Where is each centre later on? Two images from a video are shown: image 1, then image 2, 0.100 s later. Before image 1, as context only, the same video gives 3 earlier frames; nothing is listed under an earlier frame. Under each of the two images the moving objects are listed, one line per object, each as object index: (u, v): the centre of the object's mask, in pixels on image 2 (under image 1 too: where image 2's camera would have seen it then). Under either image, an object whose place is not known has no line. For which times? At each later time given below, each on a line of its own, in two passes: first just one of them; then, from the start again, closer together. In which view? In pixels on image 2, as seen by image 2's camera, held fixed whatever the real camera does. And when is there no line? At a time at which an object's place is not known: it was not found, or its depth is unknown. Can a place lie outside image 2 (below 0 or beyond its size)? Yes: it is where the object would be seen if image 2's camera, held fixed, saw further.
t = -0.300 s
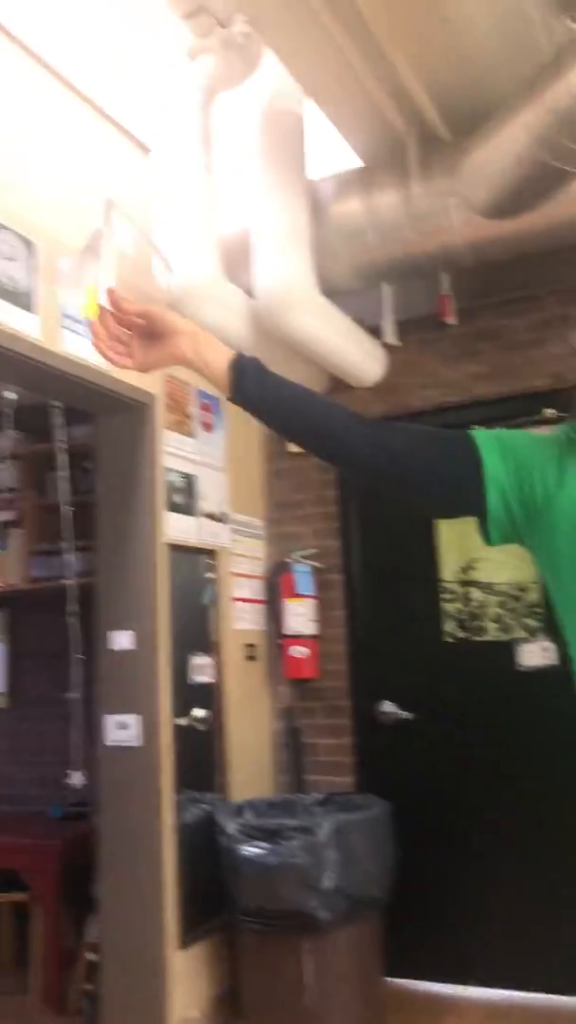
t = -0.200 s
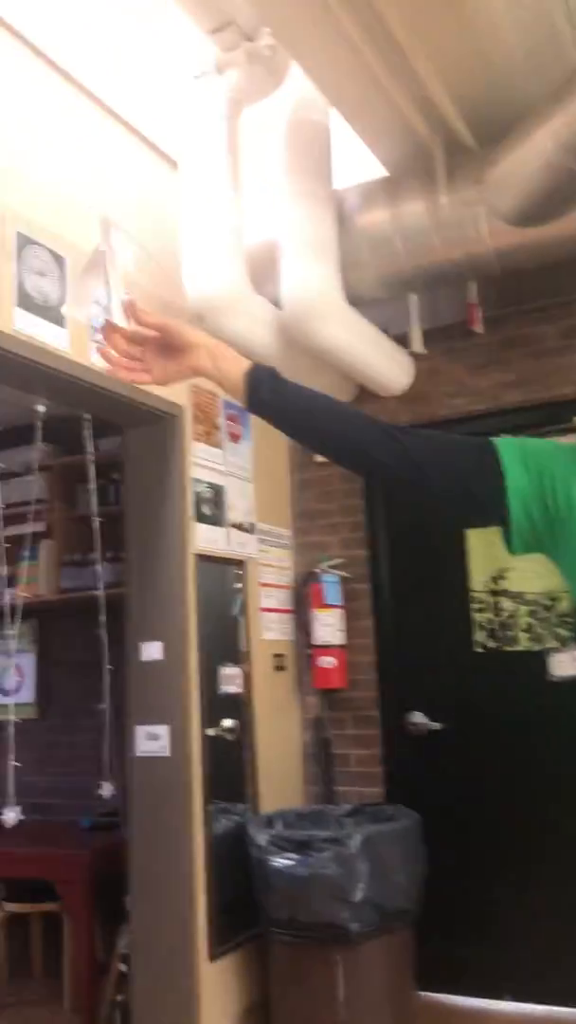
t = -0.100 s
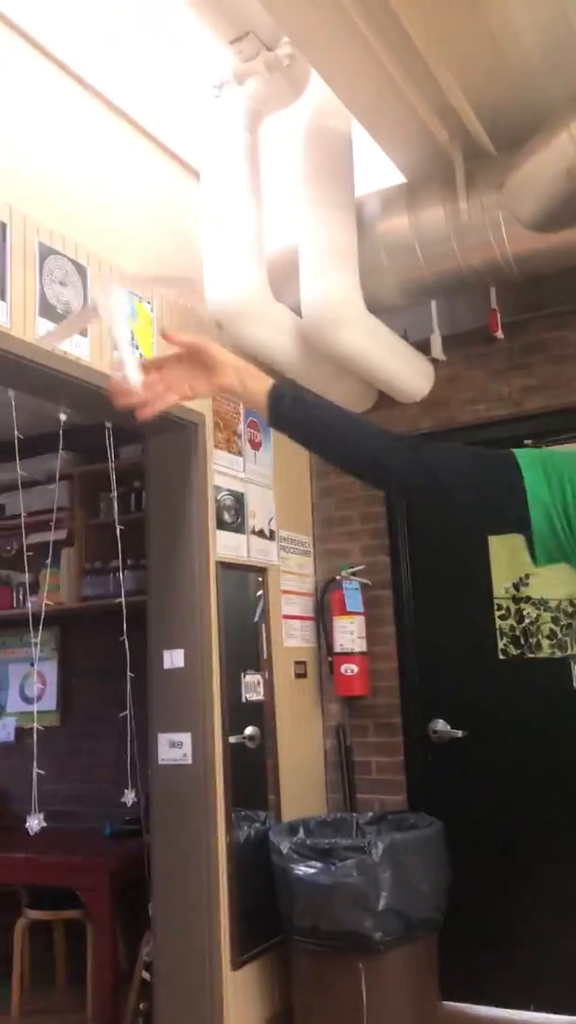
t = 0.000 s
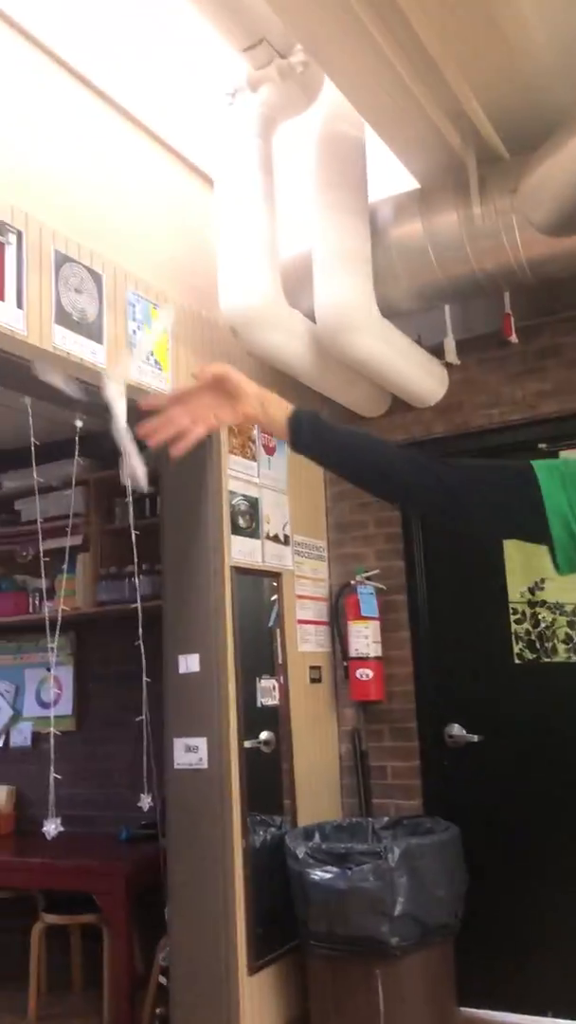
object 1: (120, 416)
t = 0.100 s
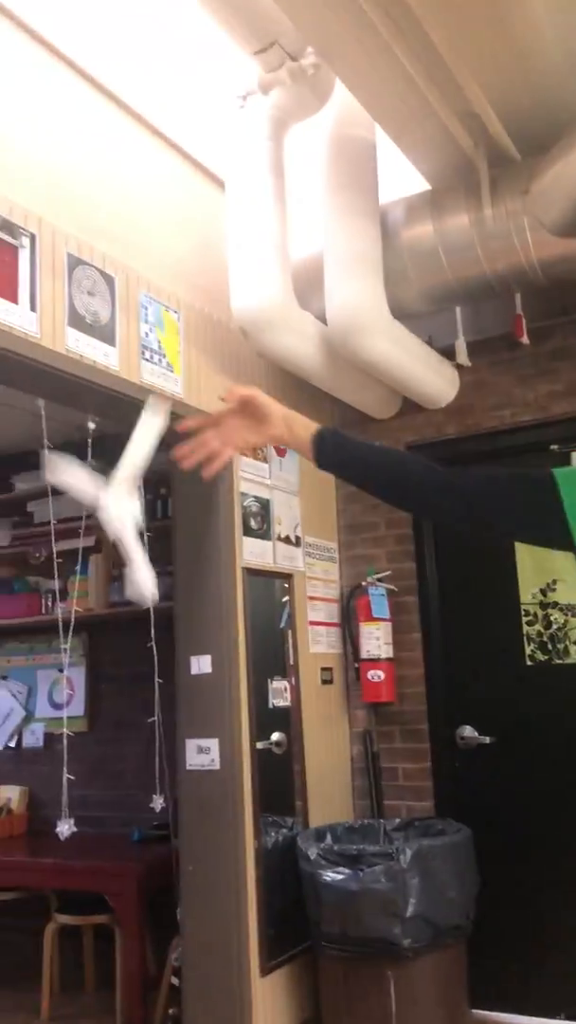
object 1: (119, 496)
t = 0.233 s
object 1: (76, 665)
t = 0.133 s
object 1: (117, 536)
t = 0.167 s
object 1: (111, 580)
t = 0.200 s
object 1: (95, 621)
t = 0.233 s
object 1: (76, 665)
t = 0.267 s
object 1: (67, 713)
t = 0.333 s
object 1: (78, 786)
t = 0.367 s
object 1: (73, 830)
